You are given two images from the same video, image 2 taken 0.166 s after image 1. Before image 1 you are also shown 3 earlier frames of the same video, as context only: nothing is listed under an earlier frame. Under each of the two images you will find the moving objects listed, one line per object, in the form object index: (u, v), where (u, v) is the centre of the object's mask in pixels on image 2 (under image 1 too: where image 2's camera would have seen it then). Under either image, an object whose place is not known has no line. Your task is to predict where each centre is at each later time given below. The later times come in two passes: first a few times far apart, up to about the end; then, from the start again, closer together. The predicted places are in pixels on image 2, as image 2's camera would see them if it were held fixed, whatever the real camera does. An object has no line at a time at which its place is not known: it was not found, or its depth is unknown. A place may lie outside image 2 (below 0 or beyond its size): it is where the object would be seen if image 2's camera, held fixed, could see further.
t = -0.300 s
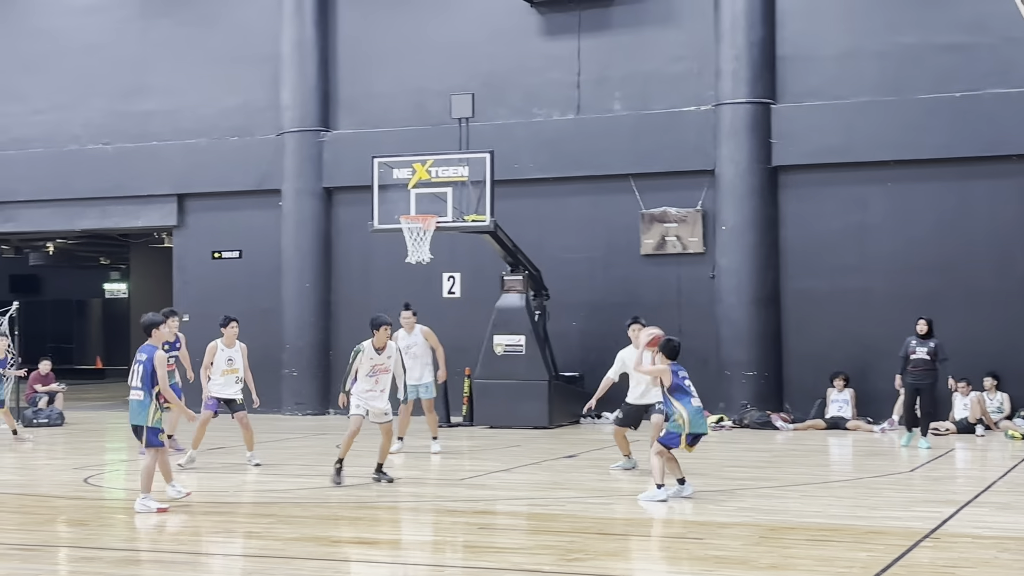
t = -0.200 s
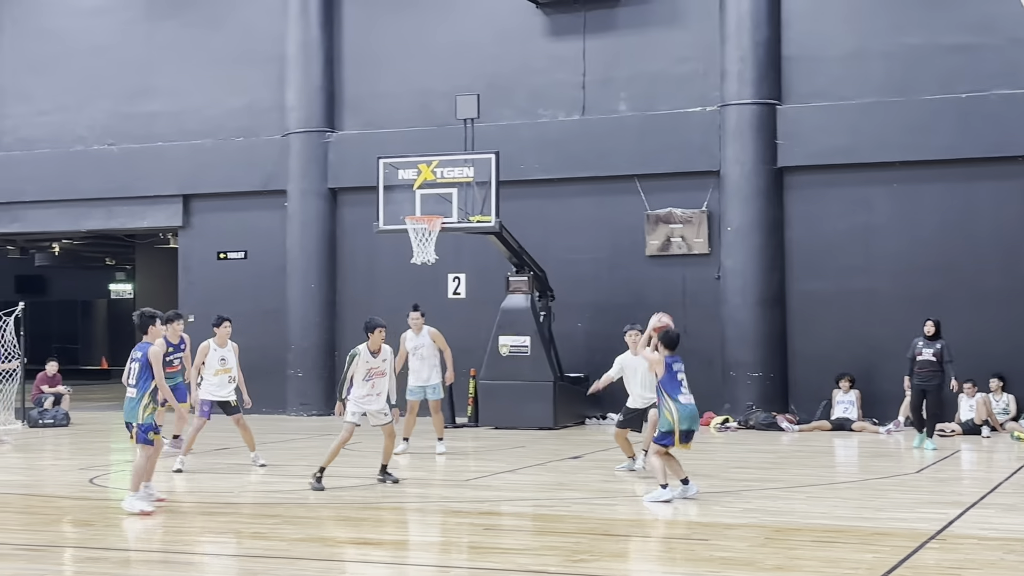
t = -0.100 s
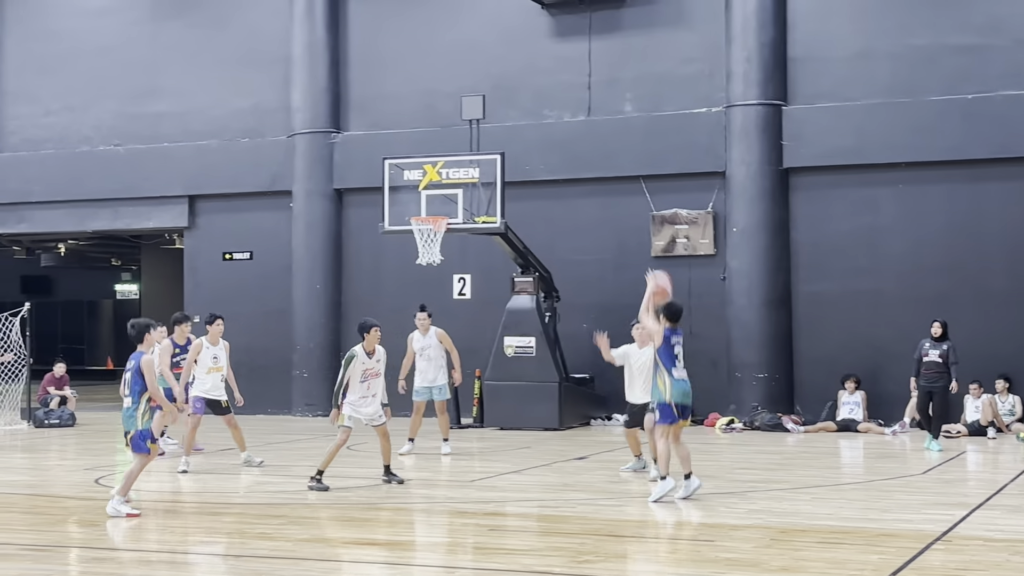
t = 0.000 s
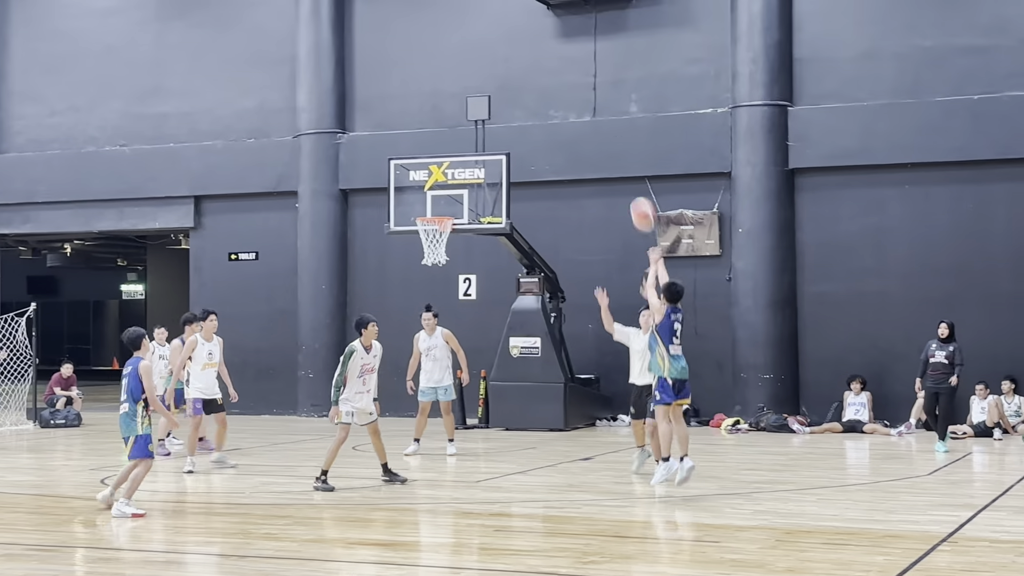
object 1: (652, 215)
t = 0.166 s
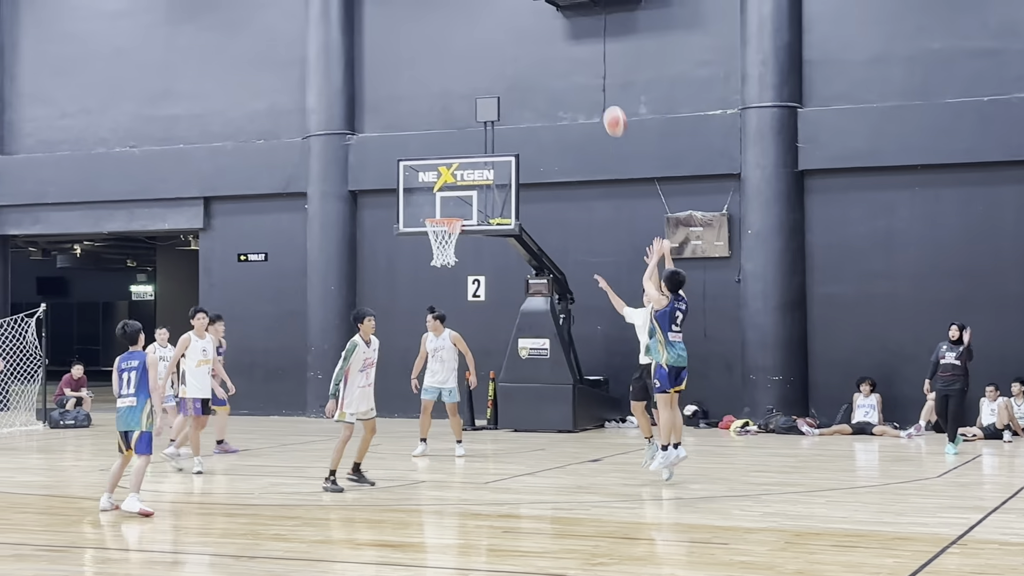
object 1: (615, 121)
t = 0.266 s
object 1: (595, 81)
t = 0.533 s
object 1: (548, 27)
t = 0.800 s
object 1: (508, 37)
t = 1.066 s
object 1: (473, 97)
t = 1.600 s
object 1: (472, 142)
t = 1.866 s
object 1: (513, 105)
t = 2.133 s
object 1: (555, 122)
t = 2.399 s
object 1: (600, 198)
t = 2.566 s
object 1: (631, 277)
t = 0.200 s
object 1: (608, 106)
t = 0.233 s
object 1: (601, 93)
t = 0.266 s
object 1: (595, 81)
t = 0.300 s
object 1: (589, 71)
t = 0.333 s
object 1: (582, 61)
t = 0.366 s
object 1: (576, 52)
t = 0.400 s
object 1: (570, 45)
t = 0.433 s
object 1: (564, 39)
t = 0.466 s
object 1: (559, 34)
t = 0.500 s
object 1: (553, 30)
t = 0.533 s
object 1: (548, 27)
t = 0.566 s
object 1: (543, 25)
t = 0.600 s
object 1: (538, 24)
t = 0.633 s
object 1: (532, 24)
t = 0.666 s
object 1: (527, 25)
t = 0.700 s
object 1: (522, 27)
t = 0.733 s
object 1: (517, 30)
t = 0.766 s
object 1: (513, 33)
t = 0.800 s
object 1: (508, 37)
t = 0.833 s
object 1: (503, 42)
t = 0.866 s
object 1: (499, 47)
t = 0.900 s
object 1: (494, 54)
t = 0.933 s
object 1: (490, 61)
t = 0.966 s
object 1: (486, 69)
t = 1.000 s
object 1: (482, 78)
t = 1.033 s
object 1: (477, 87)
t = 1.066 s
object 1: (473, 97)
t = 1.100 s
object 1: (469, 108)
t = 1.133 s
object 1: (466, 120)
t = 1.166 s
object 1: (462, 132)
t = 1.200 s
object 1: (458, 144)
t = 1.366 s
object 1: (439, 211)
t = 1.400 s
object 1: (443, 202)
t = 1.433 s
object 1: (448, 192)
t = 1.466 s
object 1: (452, 181)
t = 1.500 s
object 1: (458, 168)
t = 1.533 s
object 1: (462, 159)
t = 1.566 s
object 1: (467, 149)
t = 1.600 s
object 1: (472, 142)
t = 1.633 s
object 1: (477, 135)
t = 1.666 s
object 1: (482, 128)
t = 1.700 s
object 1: (487, 122)
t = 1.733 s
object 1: (492, 117)
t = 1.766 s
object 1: (497, 112)
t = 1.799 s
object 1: (502, 109)
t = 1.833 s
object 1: (508, 107)
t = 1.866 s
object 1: (513, 105)
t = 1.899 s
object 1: (518, 104)
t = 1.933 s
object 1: (523, 104)
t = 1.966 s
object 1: (528, 105)
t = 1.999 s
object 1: (533, 106)
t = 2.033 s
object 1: (539, 109)
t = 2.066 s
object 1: (544, 112)
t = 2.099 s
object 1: (549, 116)
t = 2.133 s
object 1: (555, 122)
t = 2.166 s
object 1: (560, 128)
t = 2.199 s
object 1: (566, 135)
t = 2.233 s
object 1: (572, 143)
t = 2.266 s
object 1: (577, 152)
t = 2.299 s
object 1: (583, 162)
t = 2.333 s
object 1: (589, 173)
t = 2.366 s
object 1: (595, 185)
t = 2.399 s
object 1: (600, 198)
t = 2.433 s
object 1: (606, 211)
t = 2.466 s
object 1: (612, 226)
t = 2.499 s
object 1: (619, 242)
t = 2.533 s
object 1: (625, 259)
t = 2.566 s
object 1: (631, 277)
